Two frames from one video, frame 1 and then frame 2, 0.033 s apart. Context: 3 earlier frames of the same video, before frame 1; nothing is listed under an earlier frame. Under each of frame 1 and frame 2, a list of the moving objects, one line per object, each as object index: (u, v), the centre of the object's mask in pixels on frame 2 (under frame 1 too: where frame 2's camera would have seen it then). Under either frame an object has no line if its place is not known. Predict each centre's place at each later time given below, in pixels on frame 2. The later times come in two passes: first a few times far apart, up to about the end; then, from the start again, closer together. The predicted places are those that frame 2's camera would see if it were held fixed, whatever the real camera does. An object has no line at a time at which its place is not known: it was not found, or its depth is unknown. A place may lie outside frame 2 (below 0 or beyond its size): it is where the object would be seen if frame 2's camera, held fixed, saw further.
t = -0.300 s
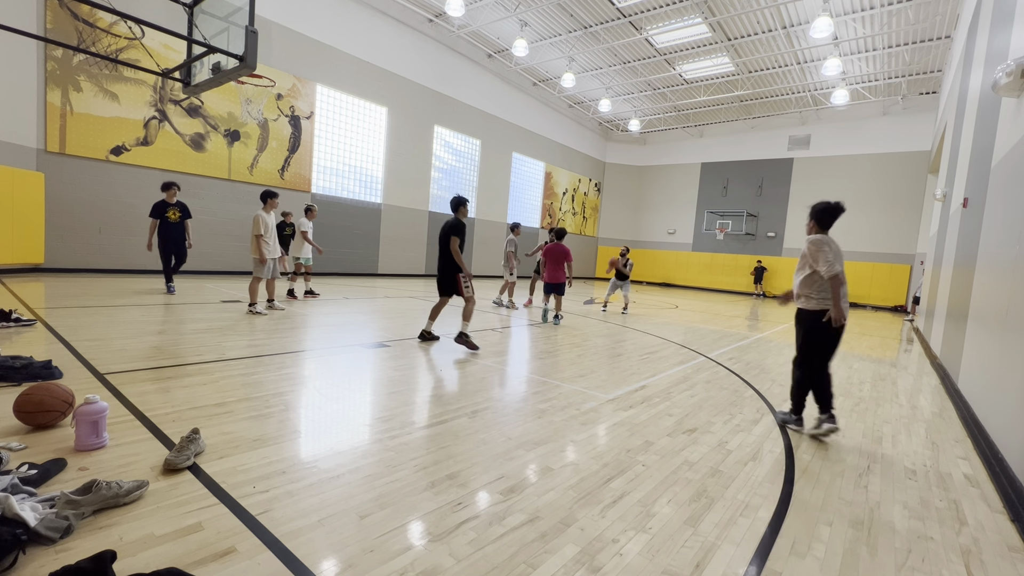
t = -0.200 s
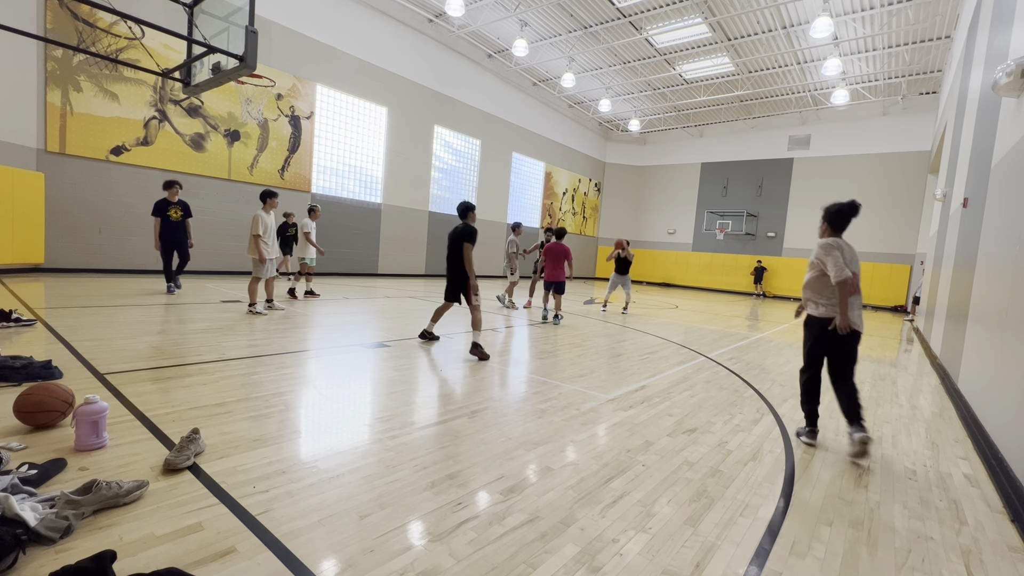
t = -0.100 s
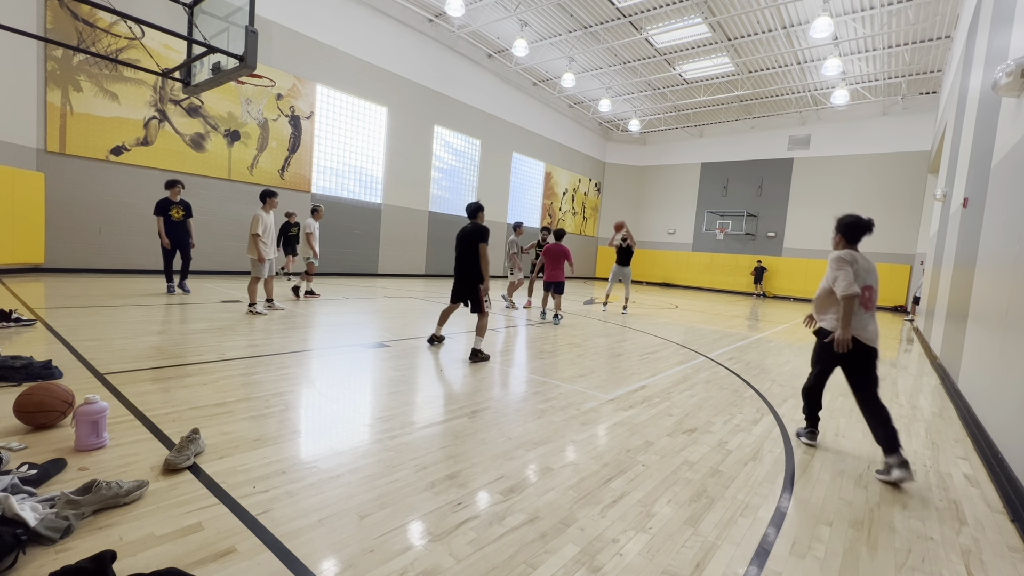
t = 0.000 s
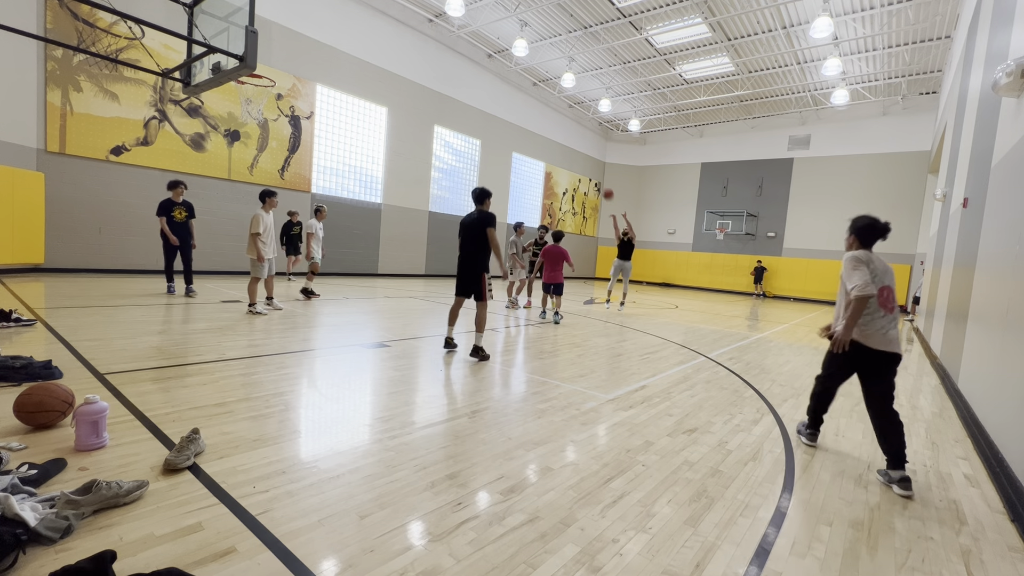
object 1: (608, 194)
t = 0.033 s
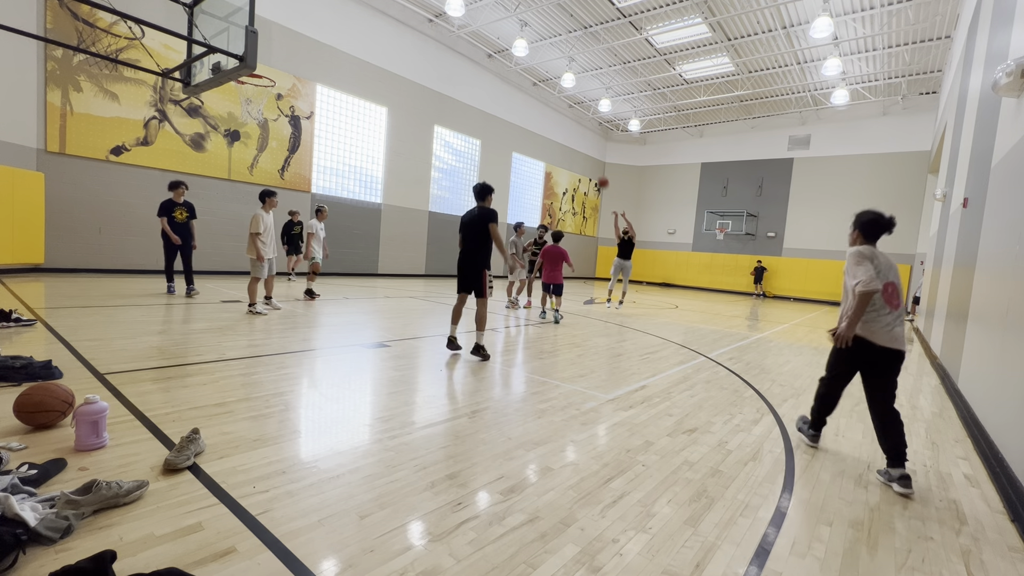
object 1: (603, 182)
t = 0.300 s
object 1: (555, 99)
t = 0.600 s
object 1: (483, 33)
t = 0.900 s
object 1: (387, 13)
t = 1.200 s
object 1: (264, 58)
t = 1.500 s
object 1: (349, 50)
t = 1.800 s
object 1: (473, 90)
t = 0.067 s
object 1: (598, 171)
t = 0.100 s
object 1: (592, 160)
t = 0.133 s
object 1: (586, 149)
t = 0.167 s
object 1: (581, 138)
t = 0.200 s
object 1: (574, 128)
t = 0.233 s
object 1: (568, 118)
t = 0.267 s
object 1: (562, 108)
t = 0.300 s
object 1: (555, 99)
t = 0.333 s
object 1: (548, 90)
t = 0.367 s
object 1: (541, 82)
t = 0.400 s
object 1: (533, 73)
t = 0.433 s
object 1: (526, 66)
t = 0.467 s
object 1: (518, 59)
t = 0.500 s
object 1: (509, 51)
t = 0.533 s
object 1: (501, 45)
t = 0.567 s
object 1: (492, 38)
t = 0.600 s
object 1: (483, 33)
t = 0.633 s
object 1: (474, 28)
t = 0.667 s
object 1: (464, 24)
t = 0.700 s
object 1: (454, 21)
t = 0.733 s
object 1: (443, 18)
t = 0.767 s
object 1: (433, 15)
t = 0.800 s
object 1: (422, 13)
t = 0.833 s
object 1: (411, 12)
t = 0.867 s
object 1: (399, 12)
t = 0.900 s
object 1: (387, 13)
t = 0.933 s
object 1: (375, 14)
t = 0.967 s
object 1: (362, 16)
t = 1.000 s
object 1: (349, 19)
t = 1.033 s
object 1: (335, 23)
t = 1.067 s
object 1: (321, 28)
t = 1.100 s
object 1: (306, 34)
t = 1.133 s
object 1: (291, 41)
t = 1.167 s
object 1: (276, 49)
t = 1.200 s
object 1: (264, 58)
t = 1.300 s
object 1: (264, 63)
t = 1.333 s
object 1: (277, 58)
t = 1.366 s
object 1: (292, 55)
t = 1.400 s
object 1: (306, 52)
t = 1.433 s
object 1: (321, 50)
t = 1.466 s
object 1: (335, 50)
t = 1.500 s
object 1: (349, 50)
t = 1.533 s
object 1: (364, 51)
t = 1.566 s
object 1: (378, 52)
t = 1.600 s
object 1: (392, 55)
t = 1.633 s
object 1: (406, 59)
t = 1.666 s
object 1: (420, 63)
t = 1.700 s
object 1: (434, 69)
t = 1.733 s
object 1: (447, 75)
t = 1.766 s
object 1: (460, 82)
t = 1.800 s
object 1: (473, 90)
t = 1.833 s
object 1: (486, 99)
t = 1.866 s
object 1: (499, 109)
